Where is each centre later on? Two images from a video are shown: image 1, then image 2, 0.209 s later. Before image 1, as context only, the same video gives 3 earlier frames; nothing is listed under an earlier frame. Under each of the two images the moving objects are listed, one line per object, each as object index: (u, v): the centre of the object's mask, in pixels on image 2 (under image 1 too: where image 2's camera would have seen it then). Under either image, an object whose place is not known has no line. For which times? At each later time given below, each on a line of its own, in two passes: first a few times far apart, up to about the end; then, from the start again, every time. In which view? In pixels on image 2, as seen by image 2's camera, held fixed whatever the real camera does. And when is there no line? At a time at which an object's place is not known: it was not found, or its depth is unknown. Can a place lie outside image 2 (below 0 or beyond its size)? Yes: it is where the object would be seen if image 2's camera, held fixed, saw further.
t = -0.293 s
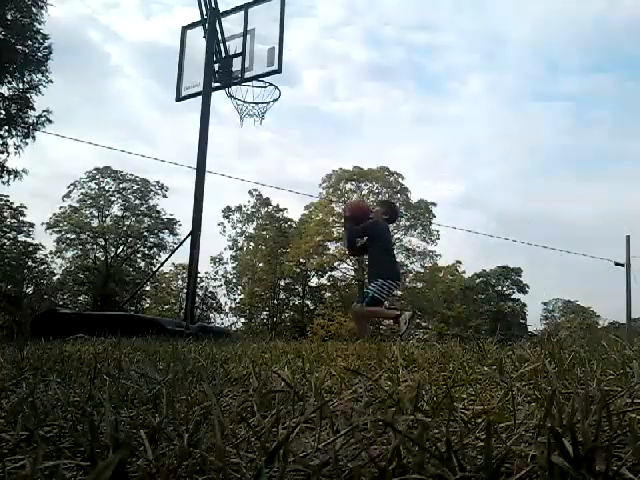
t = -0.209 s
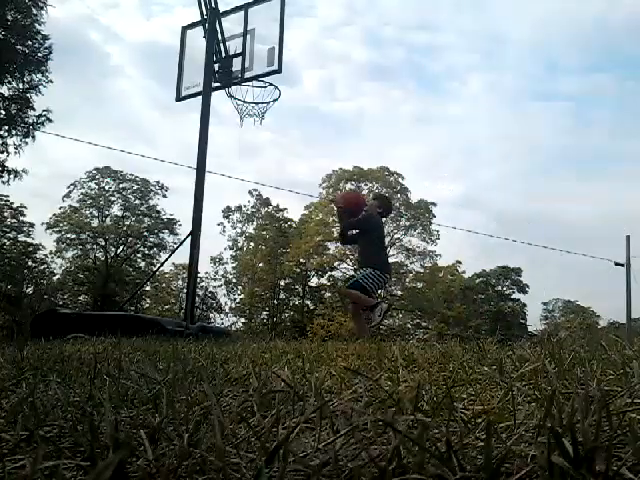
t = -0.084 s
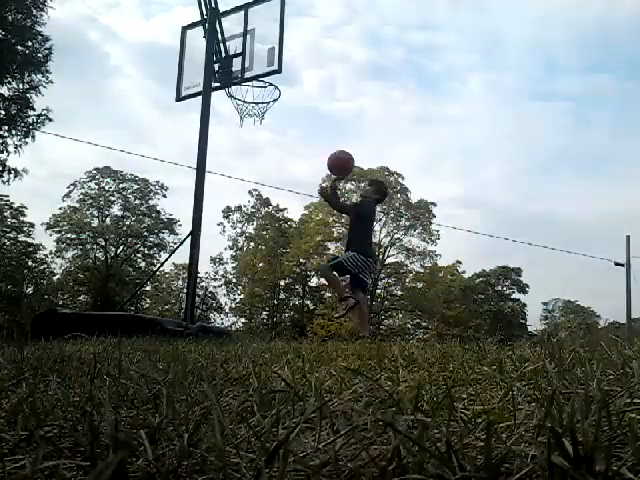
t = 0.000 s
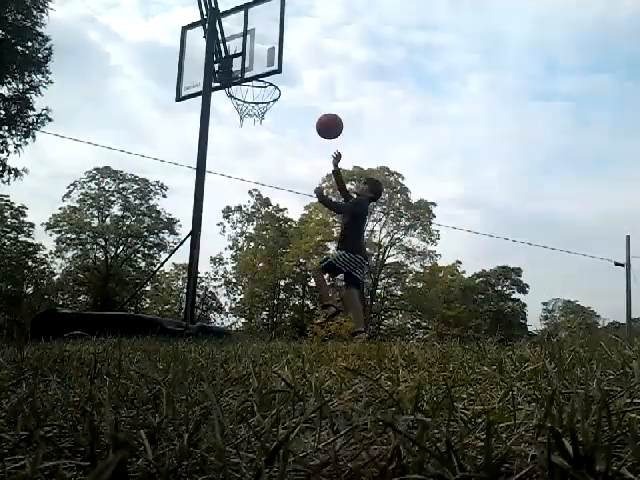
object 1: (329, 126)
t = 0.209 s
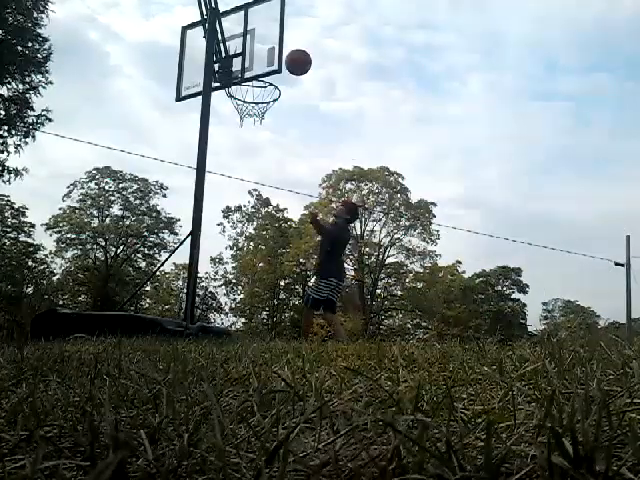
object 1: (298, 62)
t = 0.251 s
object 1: (292, 54)
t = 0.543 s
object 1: (235, 49)
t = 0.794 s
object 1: (236, 65)
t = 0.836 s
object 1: (236, 70)
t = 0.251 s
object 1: (292, 54)
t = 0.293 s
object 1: (285, 49)
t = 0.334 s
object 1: (278, 44)
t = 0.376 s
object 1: (268, 41)
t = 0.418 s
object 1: (264, 40)
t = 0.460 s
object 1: (257, 42)
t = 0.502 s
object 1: (255, 45)
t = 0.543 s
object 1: (235, 49)
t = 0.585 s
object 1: (234, 52)
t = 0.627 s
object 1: (236, 58)
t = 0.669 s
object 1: (236, 68)
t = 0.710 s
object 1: (236, 66)
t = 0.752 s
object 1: (236, 65)
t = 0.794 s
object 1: (236, 65)
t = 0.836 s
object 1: (236, 70)
